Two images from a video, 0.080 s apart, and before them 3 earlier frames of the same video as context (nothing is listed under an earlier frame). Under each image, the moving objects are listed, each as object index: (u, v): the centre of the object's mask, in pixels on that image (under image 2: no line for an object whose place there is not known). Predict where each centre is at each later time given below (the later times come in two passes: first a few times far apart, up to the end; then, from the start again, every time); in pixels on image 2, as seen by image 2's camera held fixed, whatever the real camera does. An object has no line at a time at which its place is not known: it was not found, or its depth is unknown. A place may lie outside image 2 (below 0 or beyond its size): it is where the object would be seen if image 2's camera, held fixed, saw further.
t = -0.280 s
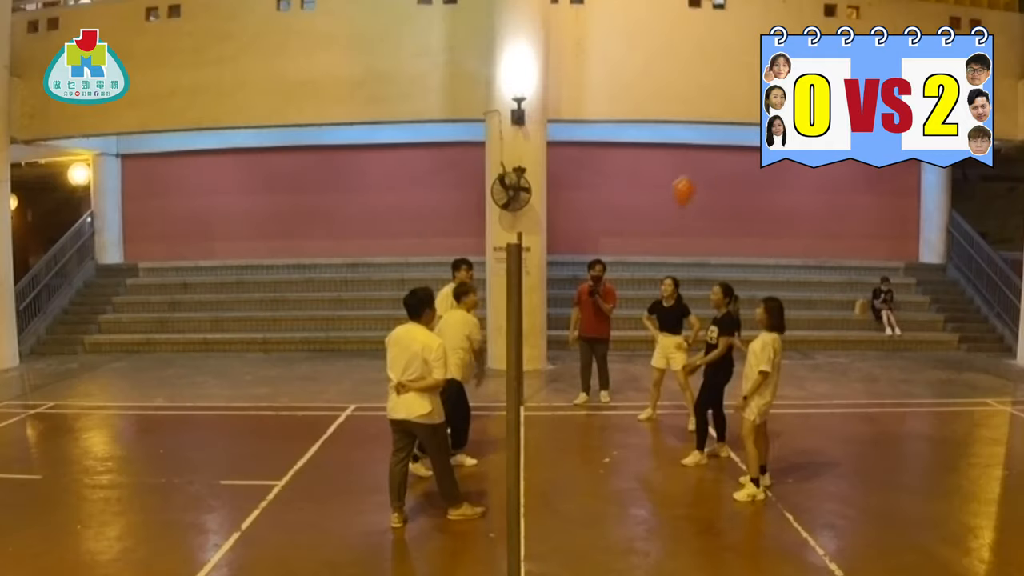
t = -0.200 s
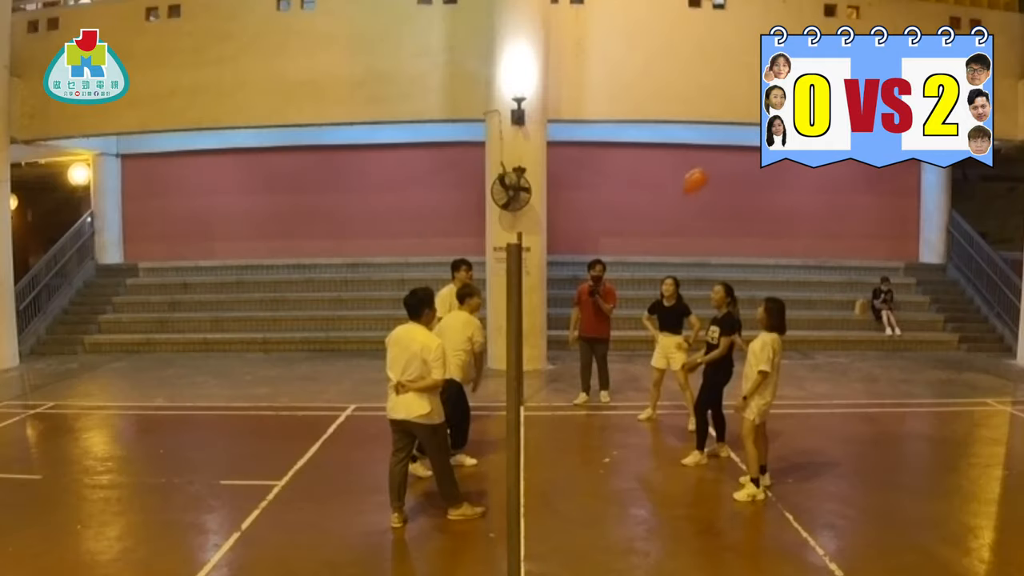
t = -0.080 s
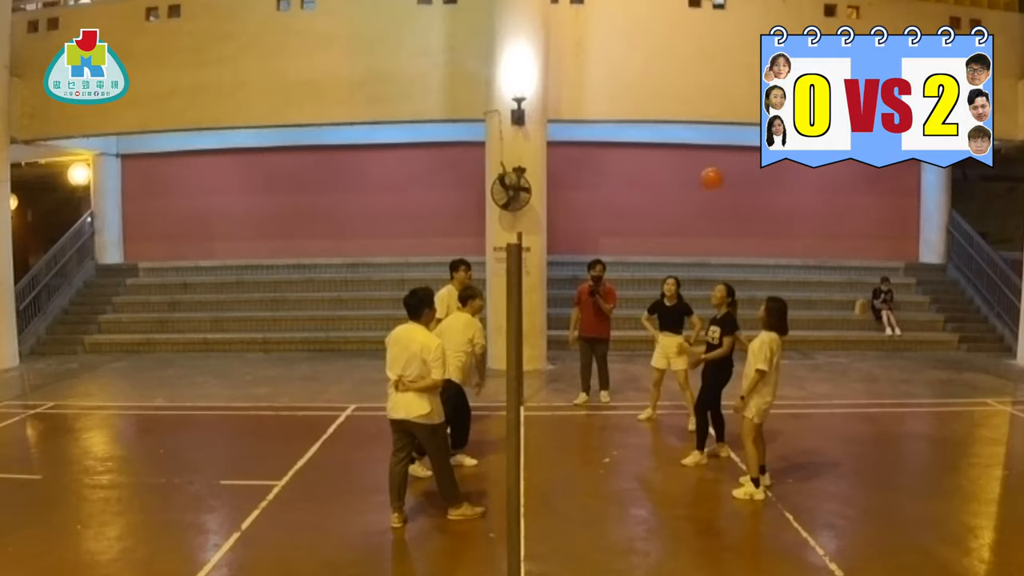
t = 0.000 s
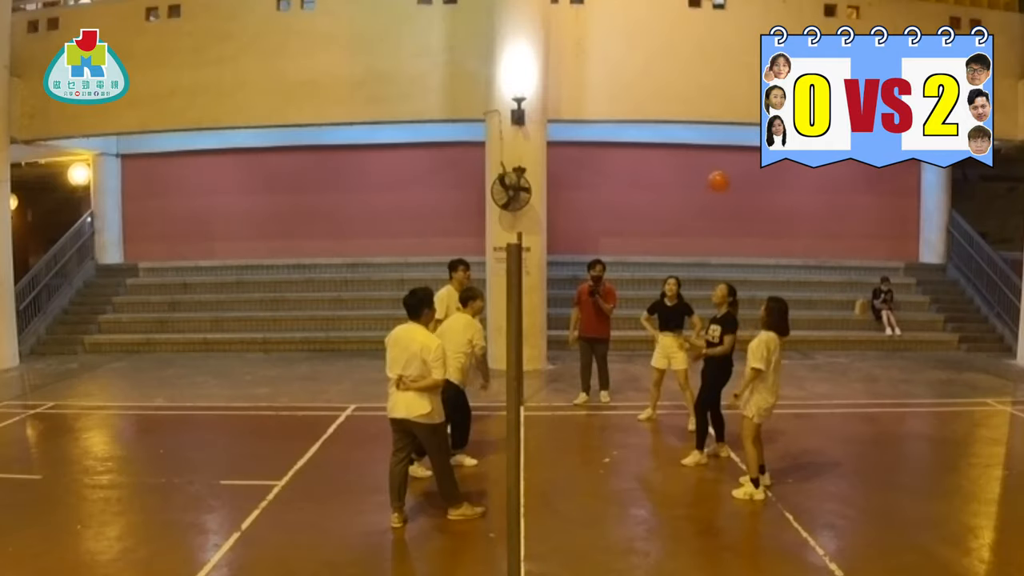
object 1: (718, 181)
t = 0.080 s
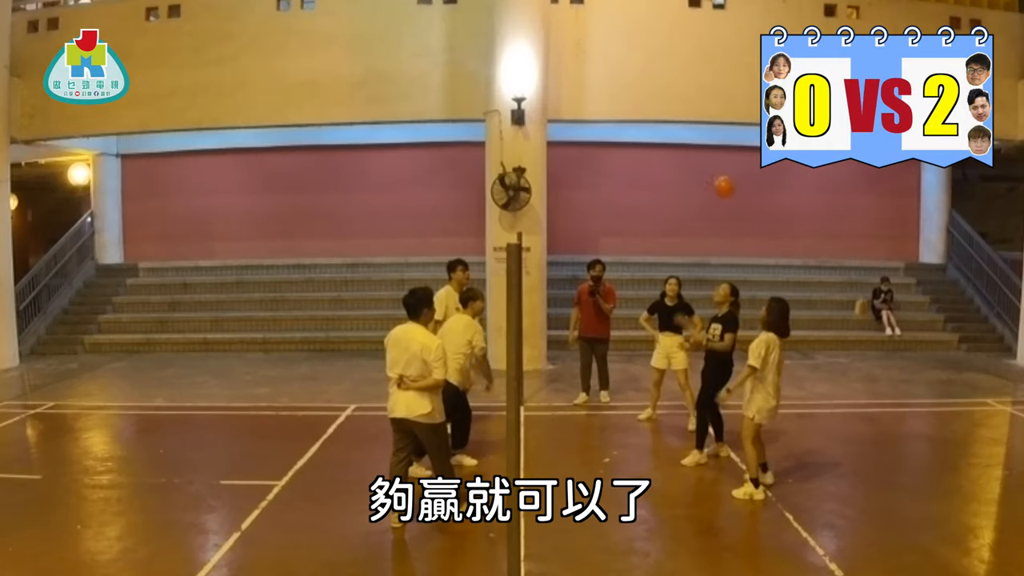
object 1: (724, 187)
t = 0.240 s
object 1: (735, 201)
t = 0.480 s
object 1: (747, 236)
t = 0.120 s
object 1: (727, 190)
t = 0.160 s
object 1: (730, 193)
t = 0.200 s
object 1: (732, 197)
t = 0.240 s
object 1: (735, 201)
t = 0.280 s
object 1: (737, 206)
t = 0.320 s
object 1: (740, 212)
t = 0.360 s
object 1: (742, 217)
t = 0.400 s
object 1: (744, 223)
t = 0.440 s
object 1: (745, 230)
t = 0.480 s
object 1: (747, 236)
